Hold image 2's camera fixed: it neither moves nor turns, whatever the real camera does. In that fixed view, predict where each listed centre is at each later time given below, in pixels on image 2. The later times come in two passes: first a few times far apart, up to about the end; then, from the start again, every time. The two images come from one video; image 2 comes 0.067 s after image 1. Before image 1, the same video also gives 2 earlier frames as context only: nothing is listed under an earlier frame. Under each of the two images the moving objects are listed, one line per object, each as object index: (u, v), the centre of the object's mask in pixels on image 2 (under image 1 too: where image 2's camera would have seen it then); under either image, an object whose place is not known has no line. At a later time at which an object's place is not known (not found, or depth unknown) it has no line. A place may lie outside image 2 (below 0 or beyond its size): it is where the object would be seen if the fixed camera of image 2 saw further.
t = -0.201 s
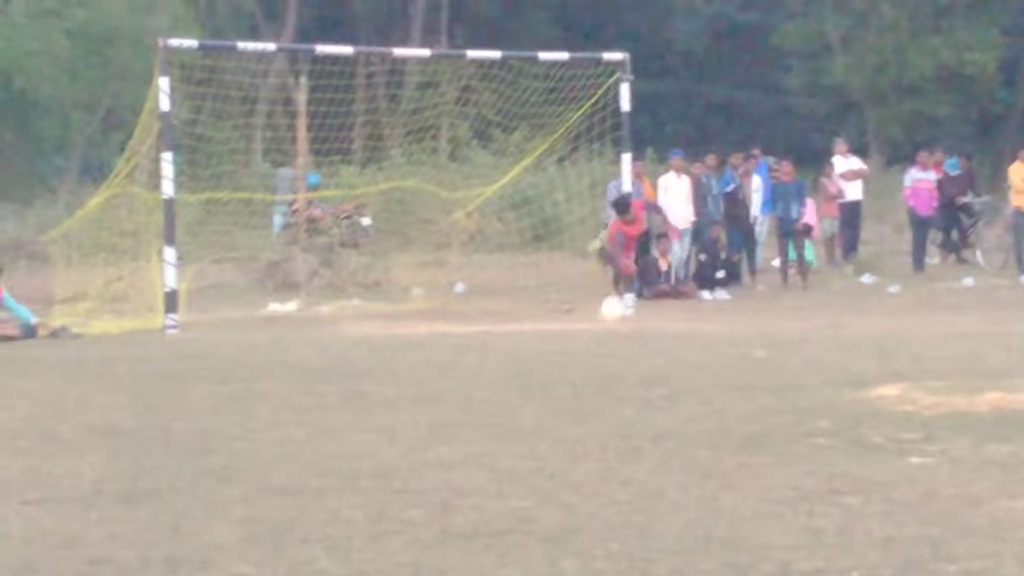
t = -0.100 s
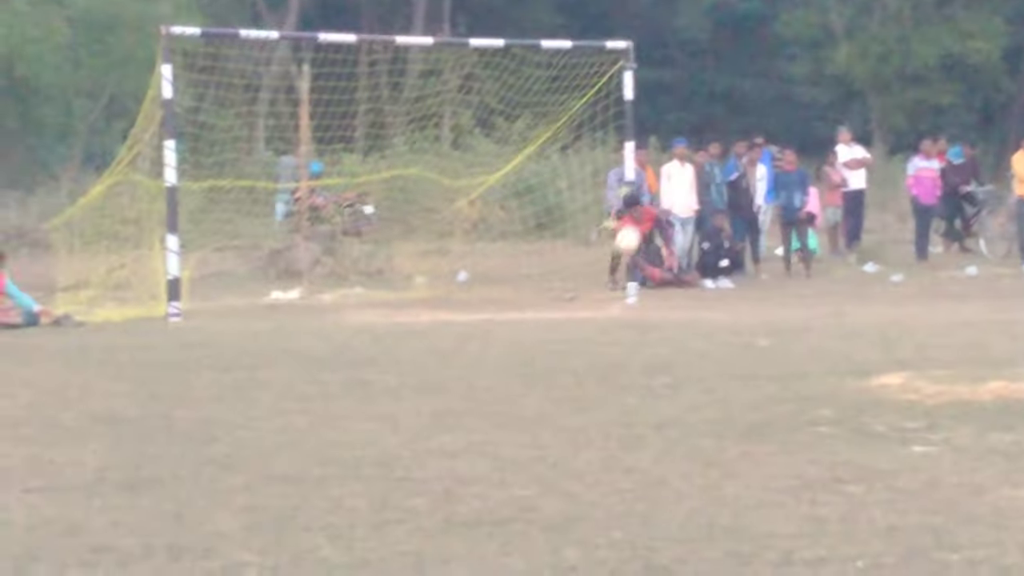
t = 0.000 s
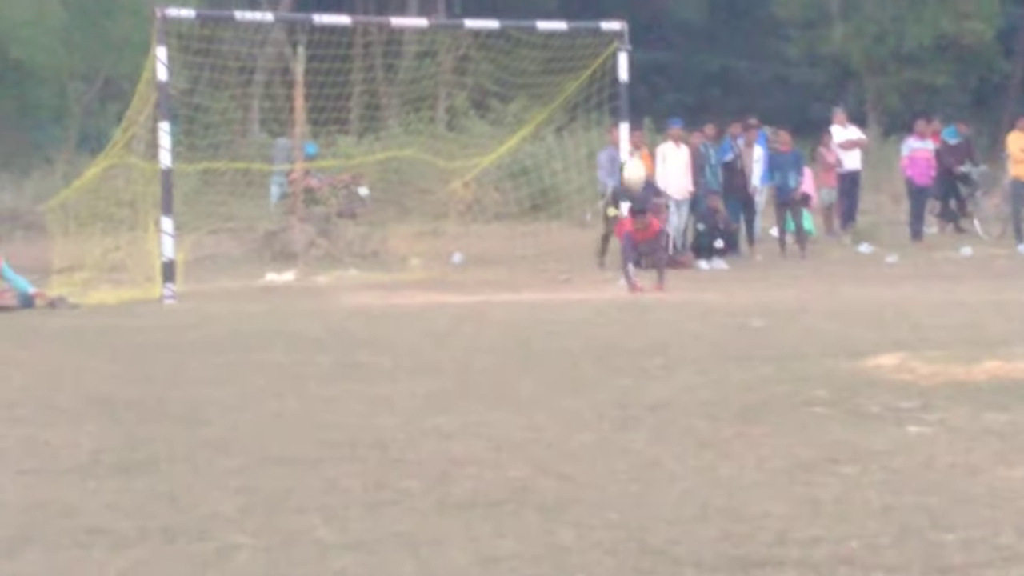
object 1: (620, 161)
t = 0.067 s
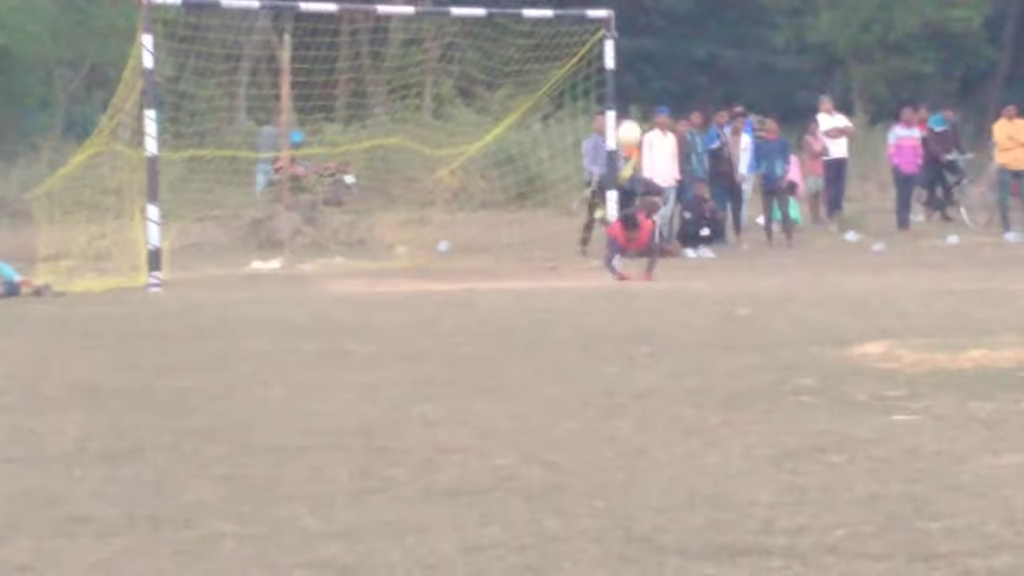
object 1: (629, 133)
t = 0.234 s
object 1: (650, 87)
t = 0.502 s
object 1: (683, 74)
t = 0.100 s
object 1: (633, 122)
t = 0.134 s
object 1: (637, 111)
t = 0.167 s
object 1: (641, 102)
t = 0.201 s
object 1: (645, 94)
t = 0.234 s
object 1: (650, 87)
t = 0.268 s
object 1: (654, 81)
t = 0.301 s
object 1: (658, 77)
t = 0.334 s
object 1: (662, 73)
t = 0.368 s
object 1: (666, 71)
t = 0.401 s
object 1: (670, 70)
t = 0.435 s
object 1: (674, 71)
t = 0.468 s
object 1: (678, 72)
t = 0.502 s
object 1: (683, 74)
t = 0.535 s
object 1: (687, 78)
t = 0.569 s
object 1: (691, 83)
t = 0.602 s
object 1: (696, 89)
